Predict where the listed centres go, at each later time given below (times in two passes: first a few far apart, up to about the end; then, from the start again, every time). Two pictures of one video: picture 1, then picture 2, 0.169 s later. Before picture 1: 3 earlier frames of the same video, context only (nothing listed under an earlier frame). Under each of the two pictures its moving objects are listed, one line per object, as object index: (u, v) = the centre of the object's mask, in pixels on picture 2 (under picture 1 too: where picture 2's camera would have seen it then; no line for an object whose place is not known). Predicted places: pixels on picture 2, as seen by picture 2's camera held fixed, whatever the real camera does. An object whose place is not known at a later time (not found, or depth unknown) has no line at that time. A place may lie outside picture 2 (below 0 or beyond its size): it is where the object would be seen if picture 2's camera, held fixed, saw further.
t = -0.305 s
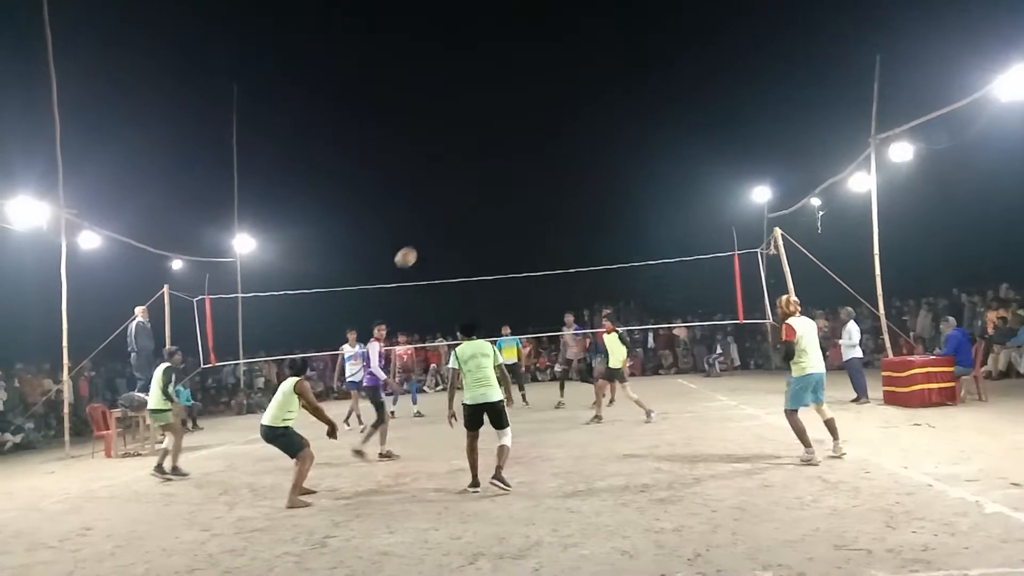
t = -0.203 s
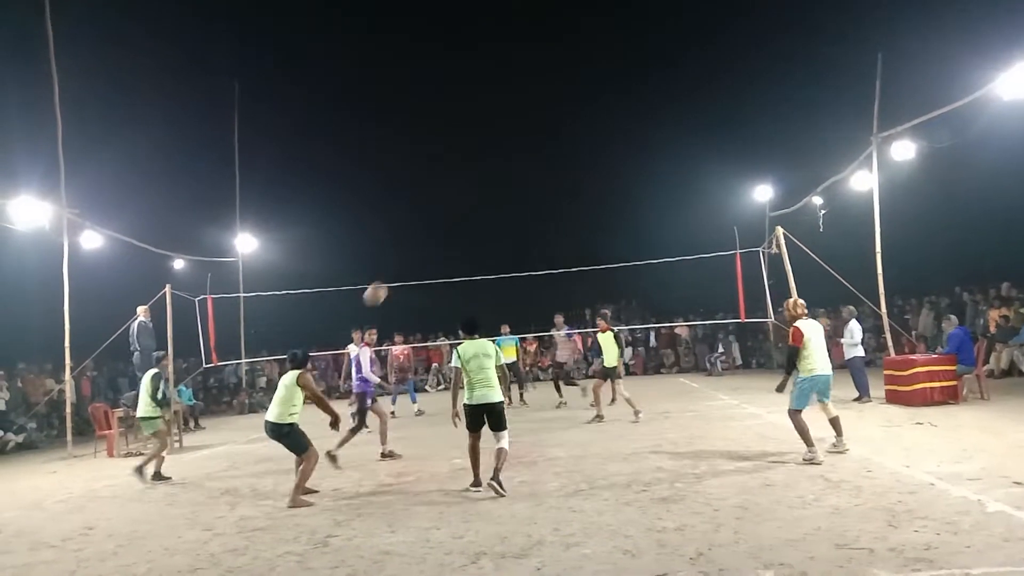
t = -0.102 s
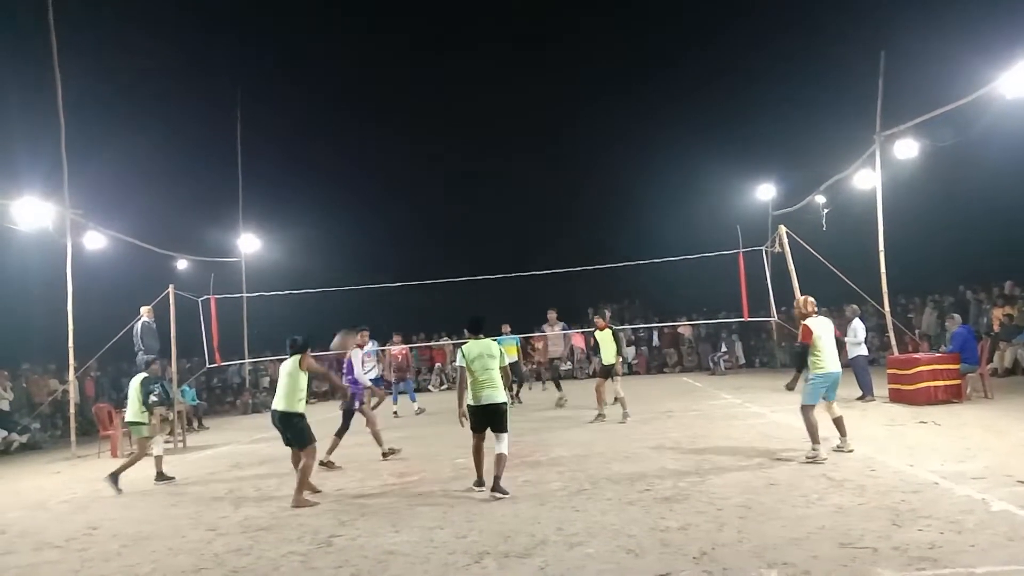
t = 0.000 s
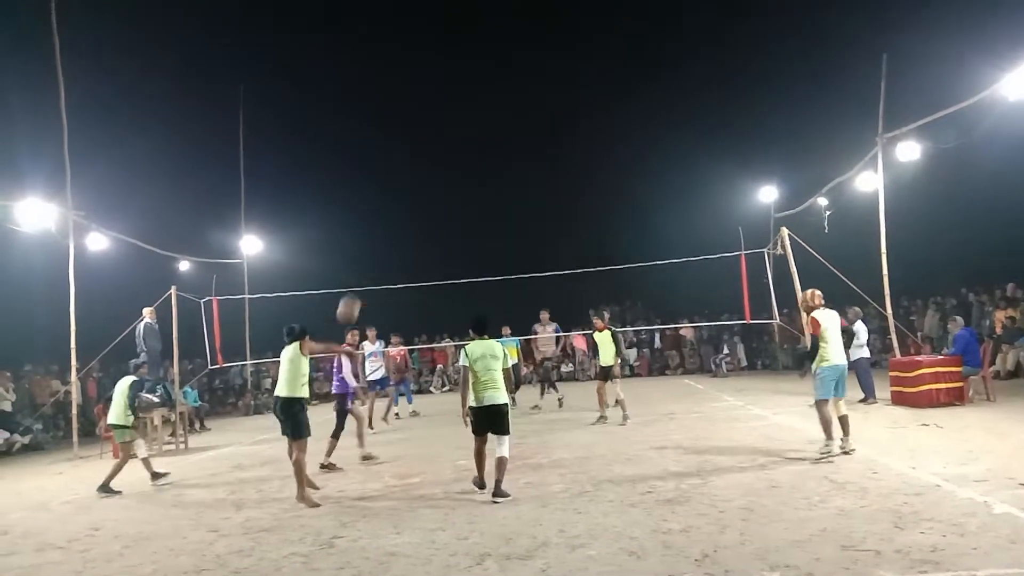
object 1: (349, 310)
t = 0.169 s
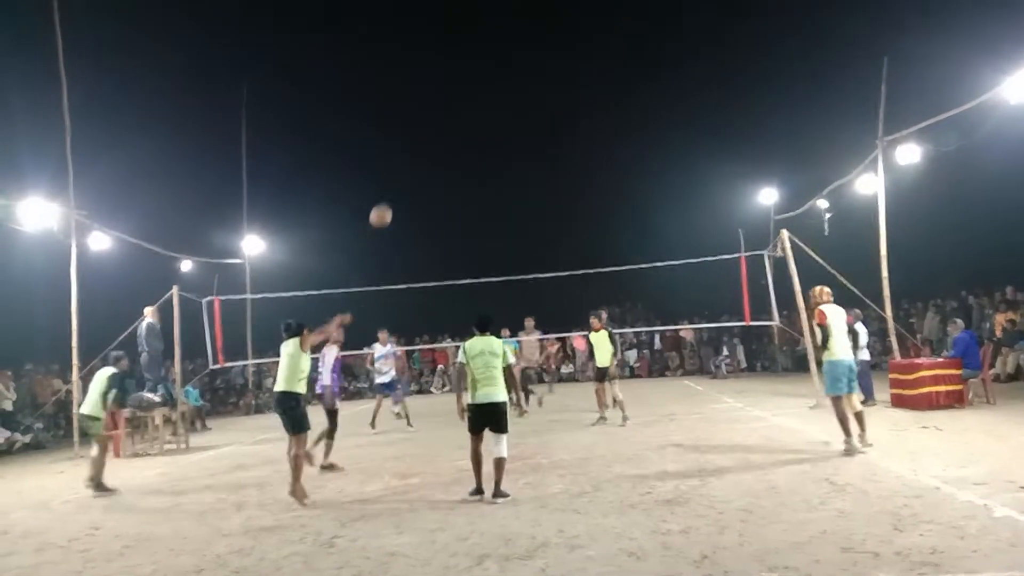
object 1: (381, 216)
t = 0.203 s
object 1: (387, 200)
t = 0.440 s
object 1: (427, 135)
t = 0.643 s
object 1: (460, 119)
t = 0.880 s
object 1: (497, 139)
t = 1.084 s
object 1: (527, 185)
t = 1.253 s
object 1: (551, 240)
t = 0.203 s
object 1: (387, 200)
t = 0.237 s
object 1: (392, 188)
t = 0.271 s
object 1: (398, 176)
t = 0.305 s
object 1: (404, 165)
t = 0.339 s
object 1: (410, 156)
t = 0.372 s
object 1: (416, 148)
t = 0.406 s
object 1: (422, 141)
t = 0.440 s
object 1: (427, 135)
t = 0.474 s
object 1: (433, 129)
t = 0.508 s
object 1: (438, 125)
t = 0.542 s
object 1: (443, 122)
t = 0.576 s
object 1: (449, 120)
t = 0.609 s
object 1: (454, 119)
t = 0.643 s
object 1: (460, 119)
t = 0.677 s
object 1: (466, 119)
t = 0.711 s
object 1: (471, 121)
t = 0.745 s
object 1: (476, 123)
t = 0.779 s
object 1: (482, 126)
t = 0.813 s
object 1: (487, 129)
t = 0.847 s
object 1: (492, 134)
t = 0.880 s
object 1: (497, 139)
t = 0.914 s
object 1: (503, 145)
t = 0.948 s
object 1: (508, 152)
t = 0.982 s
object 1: (513, 159)
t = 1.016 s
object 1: (517, 167)
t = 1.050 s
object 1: (522, 175)
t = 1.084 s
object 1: (527, 185)
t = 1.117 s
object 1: (532, 195)
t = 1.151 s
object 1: (537, 205)
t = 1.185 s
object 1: (542, 216)
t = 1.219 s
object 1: (546, 227)
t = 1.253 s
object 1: (551, 240)
